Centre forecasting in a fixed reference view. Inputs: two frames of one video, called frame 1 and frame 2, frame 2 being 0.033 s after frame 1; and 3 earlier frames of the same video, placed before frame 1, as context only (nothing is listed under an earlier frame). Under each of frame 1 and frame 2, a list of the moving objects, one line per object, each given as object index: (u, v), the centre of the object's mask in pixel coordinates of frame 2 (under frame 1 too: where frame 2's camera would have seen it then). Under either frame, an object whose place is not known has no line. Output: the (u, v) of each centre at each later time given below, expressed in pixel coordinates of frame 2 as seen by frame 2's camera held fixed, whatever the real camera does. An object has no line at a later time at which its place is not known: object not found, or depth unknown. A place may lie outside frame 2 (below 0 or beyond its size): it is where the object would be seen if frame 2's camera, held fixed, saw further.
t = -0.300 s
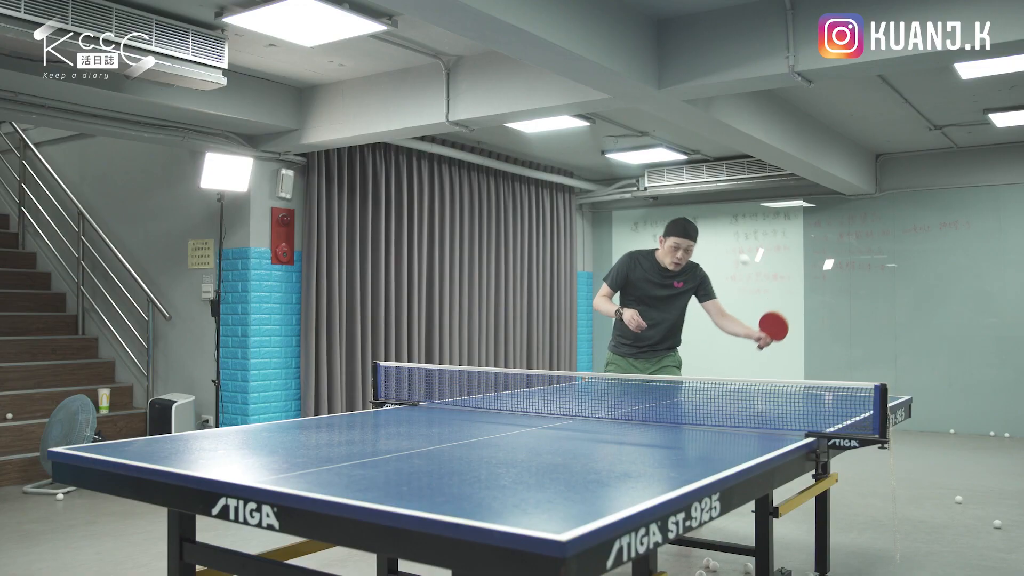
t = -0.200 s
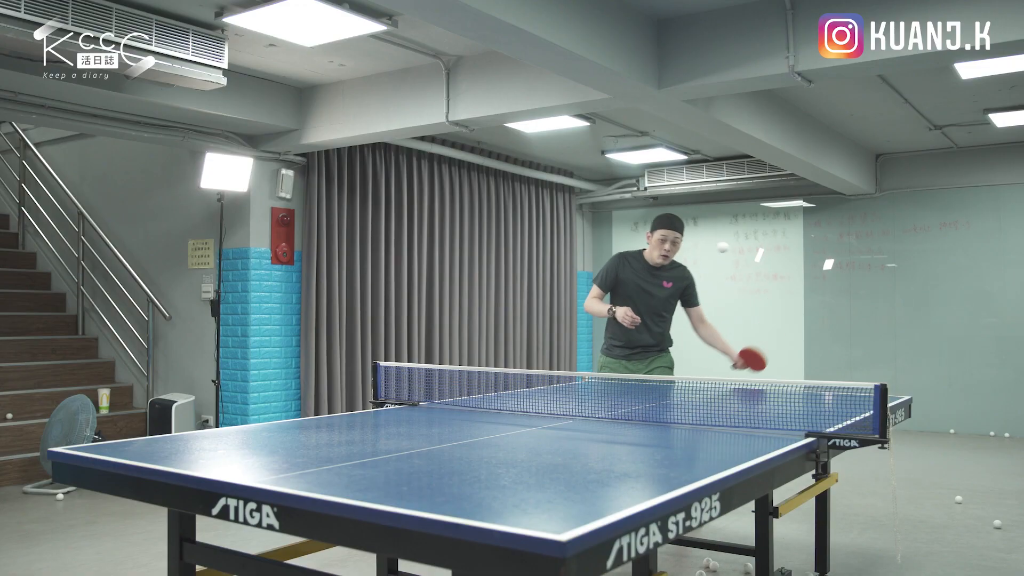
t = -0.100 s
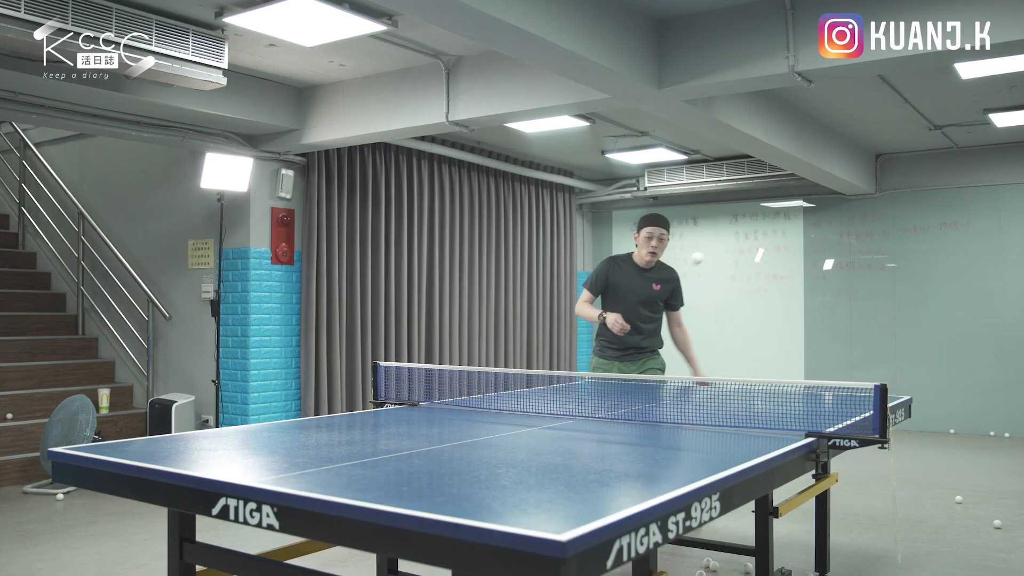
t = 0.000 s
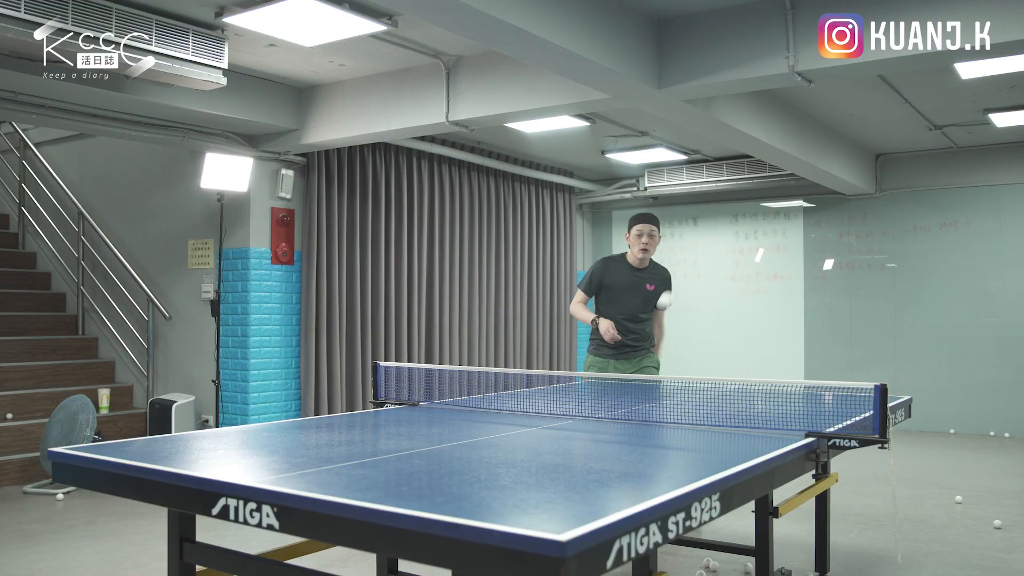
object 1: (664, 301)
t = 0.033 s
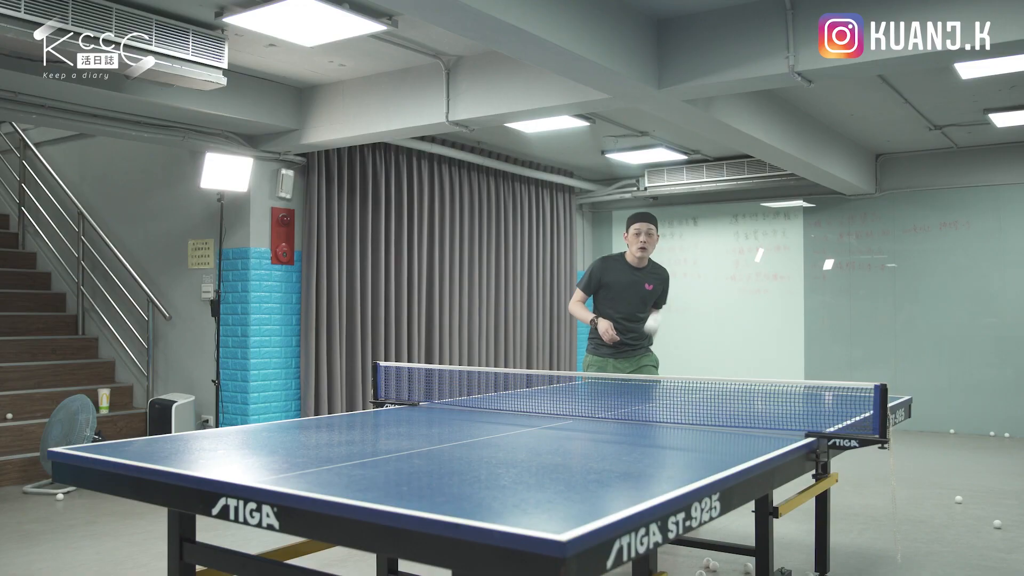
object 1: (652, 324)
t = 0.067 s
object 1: (640, 350)
